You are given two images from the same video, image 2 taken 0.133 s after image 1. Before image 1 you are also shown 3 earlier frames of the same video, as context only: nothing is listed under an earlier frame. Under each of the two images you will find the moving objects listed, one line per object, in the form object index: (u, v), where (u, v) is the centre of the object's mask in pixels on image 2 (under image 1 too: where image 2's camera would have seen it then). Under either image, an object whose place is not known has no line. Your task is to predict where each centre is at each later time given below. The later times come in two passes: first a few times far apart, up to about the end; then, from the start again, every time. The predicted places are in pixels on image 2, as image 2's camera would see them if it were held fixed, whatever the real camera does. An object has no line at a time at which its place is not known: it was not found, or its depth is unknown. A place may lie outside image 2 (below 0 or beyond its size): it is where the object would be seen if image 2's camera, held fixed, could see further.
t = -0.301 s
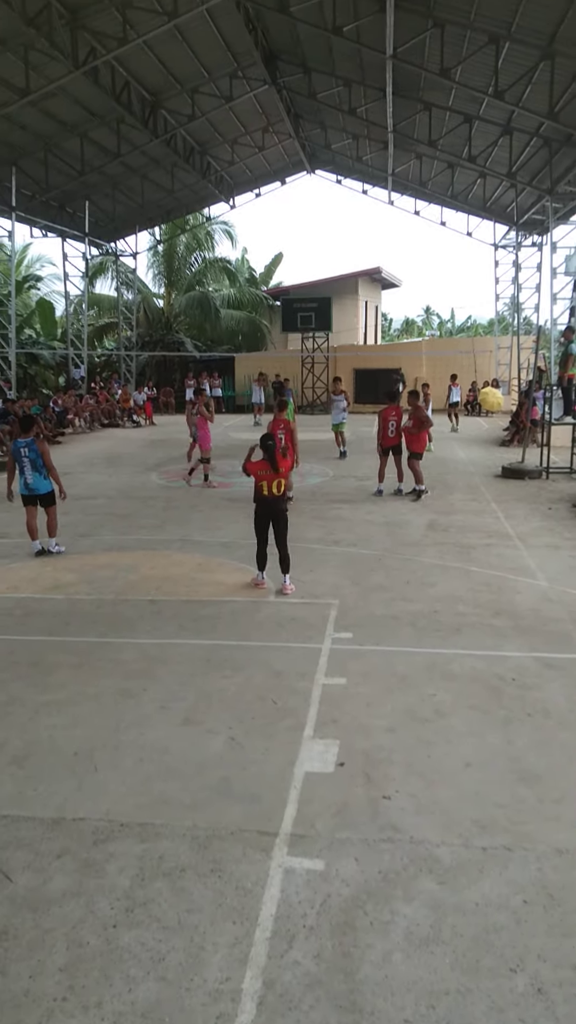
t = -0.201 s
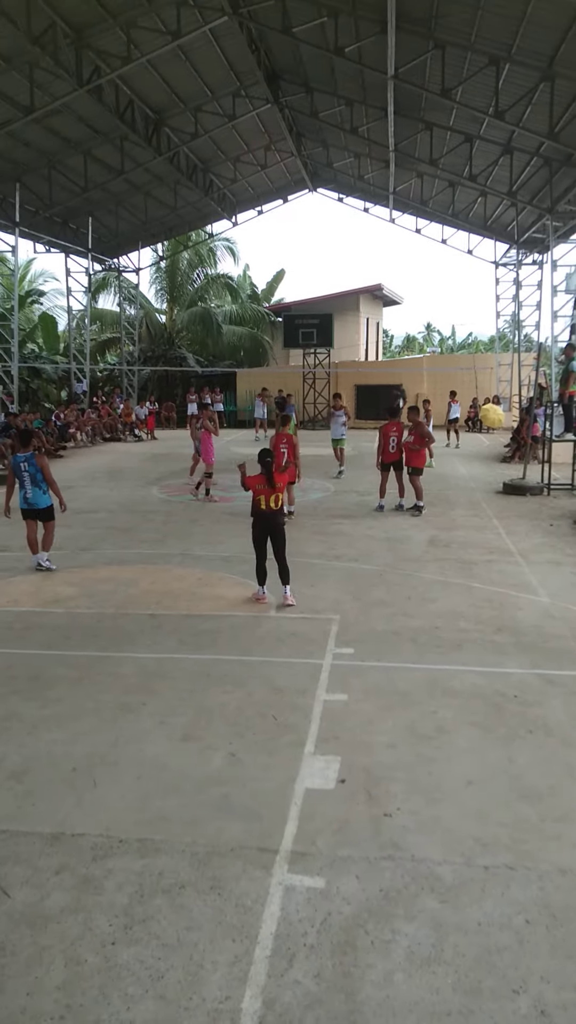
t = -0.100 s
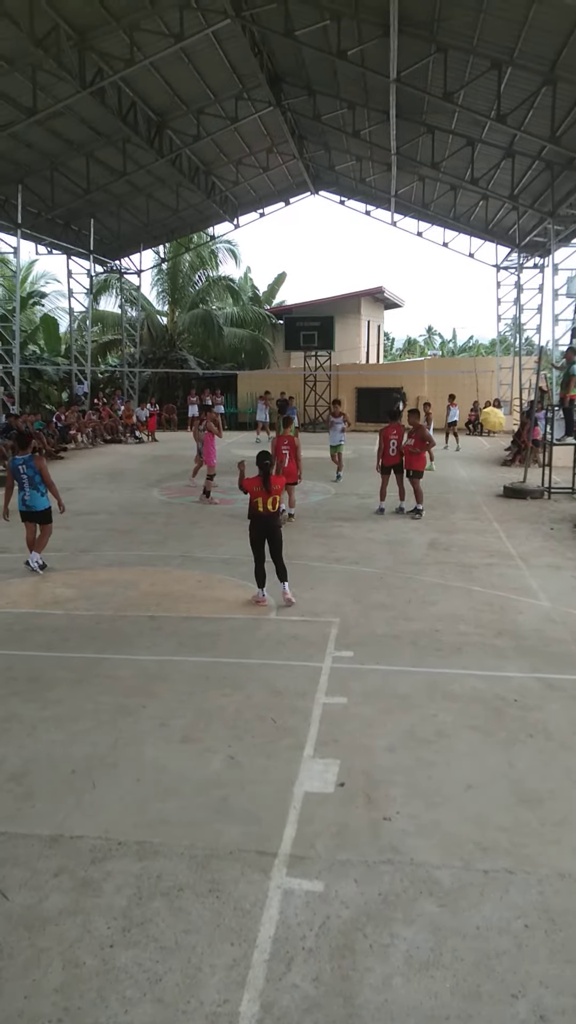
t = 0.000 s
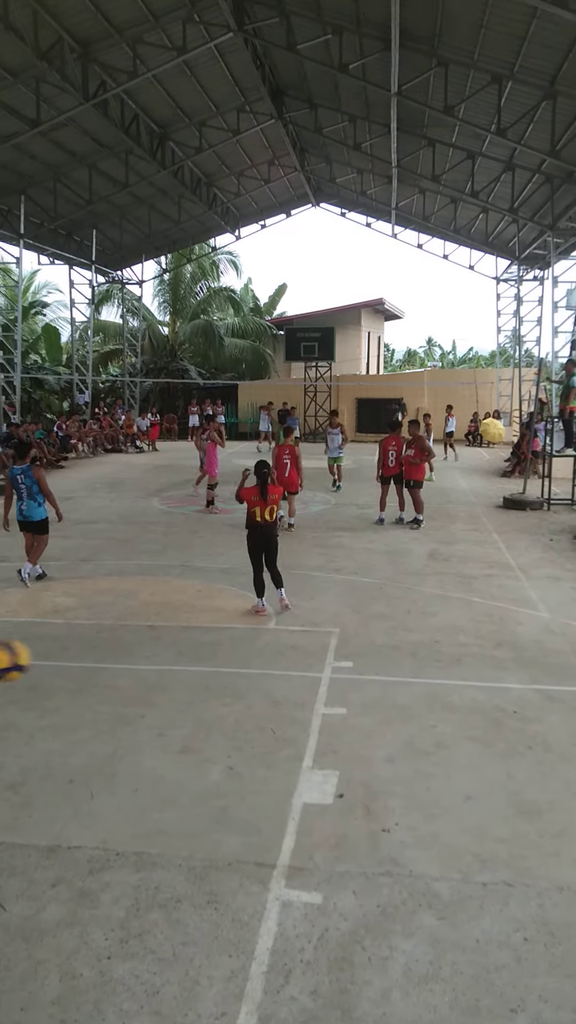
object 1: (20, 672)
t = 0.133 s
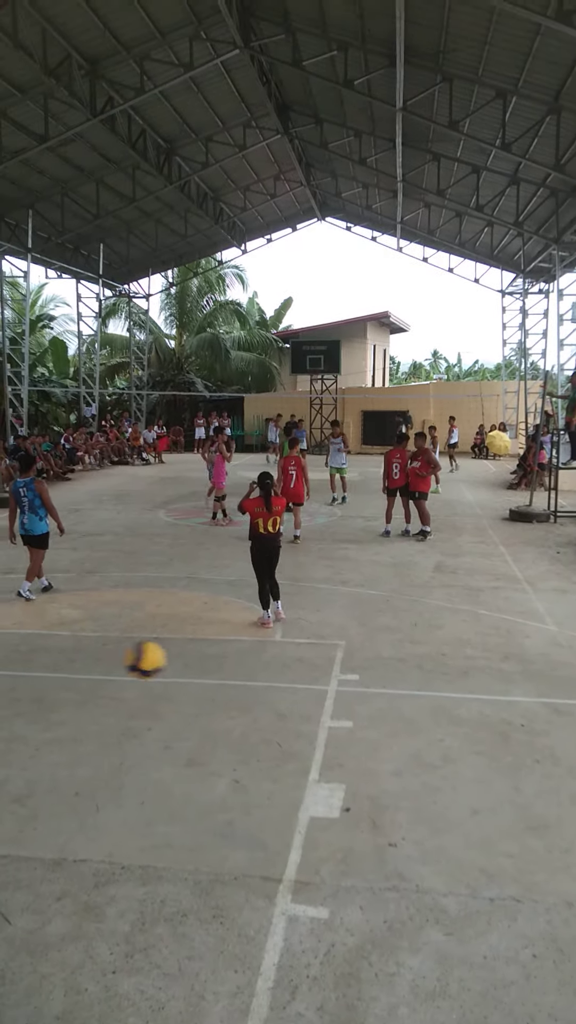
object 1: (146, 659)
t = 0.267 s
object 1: (255, 676)
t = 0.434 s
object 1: (368, 729)
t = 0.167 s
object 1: (175, 661)
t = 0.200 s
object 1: (202, 664)
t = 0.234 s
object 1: (230, 669)
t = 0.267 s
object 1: (255, 676)
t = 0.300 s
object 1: (280, 685)
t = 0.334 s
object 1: (304, 694)
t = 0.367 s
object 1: (327, 704)
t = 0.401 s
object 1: (348, 717)
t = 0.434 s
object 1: (368, 729)
